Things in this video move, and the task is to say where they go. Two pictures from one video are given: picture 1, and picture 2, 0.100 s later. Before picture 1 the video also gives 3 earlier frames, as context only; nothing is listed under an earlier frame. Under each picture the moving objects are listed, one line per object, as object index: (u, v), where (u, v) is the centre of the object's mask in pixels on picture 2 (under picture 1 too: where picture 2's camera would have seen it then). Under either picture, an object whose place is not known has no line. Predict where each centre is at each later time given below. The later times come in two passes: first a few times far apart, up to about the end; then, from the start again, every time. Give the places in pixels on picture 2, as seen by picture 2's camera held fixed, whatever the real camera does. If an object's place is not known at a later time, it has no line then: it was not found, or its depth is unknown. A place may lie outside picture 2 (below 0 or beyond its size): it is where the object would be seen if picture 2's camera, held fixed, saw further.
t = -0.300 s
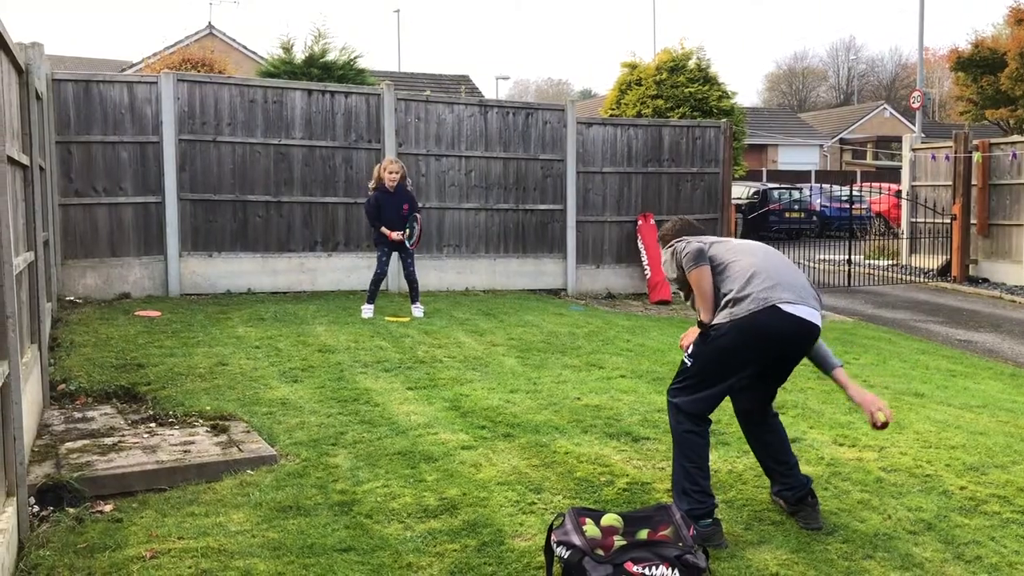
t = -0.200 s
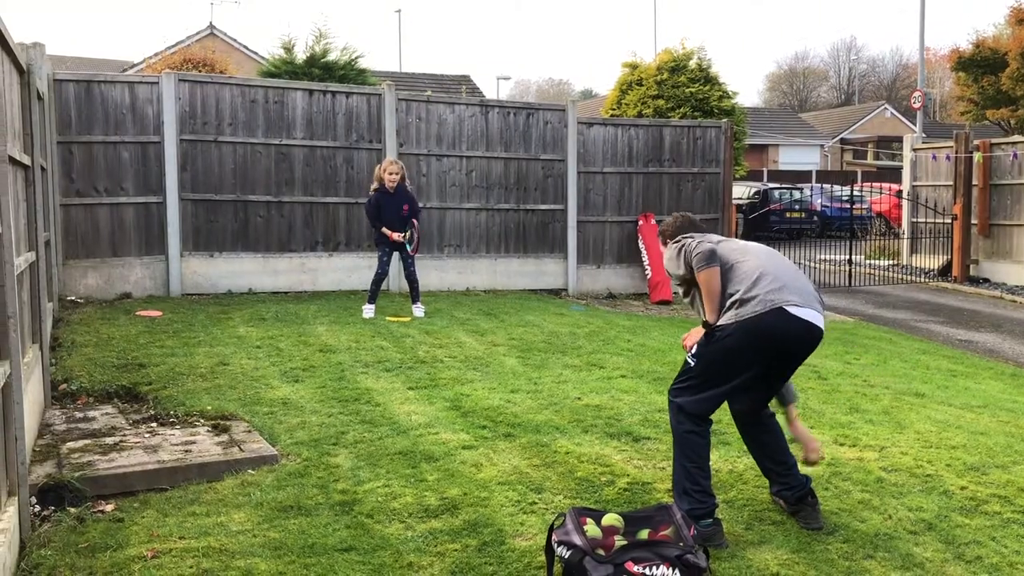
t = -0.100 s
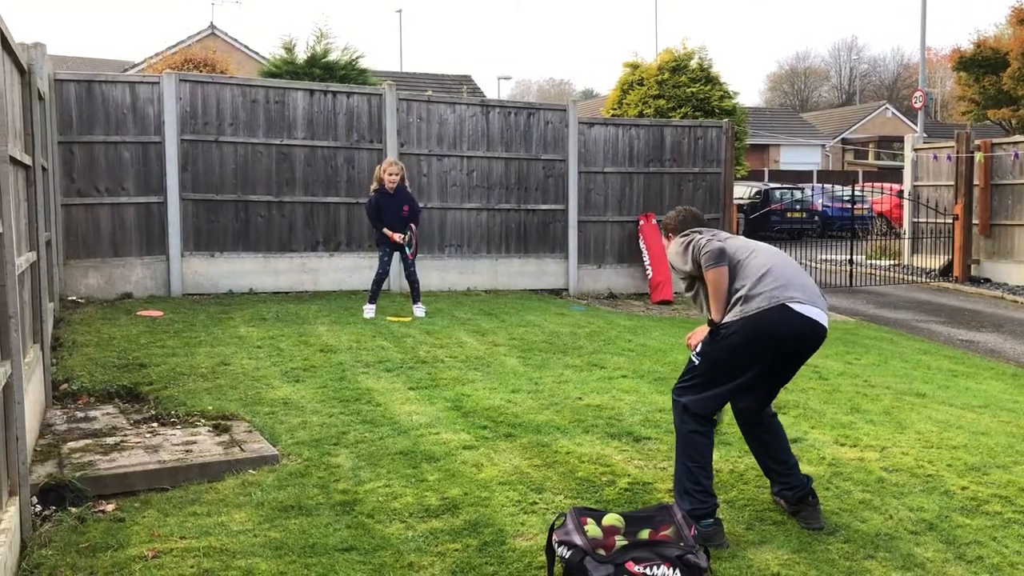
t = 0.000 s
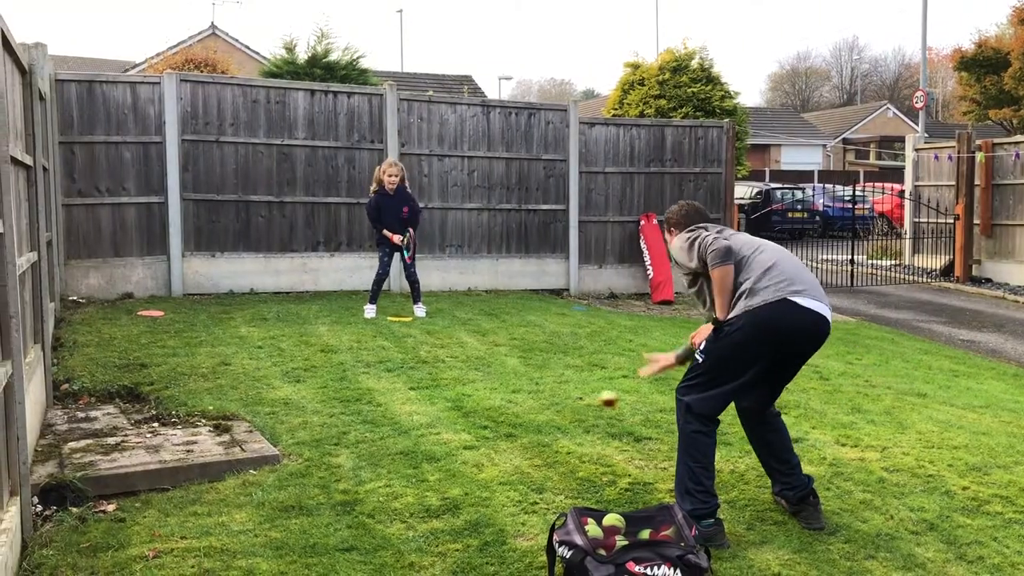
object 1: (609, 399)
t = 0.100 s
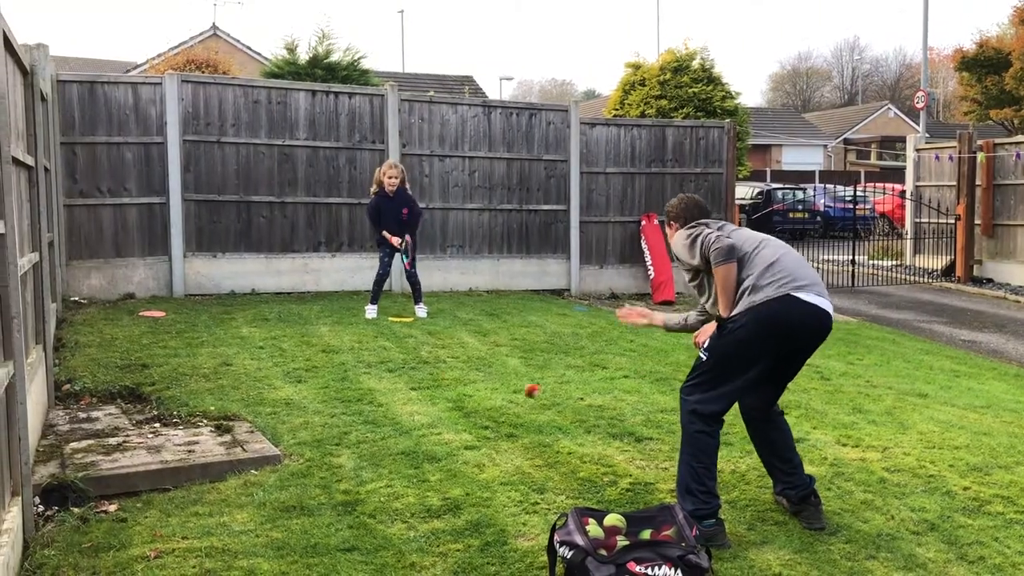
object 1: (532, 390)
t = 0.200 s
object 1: (480, 386)
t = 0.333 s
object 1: (438, 376)
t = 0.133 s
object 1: (508, 391)
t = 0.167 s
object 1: (491, 391)
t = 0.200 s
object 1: (480, 386)
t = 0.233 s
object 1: (469, 380)
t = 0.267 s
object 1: (458, 378)
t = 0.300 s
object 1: (449, 376)
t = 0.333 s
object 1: (438, 376)
